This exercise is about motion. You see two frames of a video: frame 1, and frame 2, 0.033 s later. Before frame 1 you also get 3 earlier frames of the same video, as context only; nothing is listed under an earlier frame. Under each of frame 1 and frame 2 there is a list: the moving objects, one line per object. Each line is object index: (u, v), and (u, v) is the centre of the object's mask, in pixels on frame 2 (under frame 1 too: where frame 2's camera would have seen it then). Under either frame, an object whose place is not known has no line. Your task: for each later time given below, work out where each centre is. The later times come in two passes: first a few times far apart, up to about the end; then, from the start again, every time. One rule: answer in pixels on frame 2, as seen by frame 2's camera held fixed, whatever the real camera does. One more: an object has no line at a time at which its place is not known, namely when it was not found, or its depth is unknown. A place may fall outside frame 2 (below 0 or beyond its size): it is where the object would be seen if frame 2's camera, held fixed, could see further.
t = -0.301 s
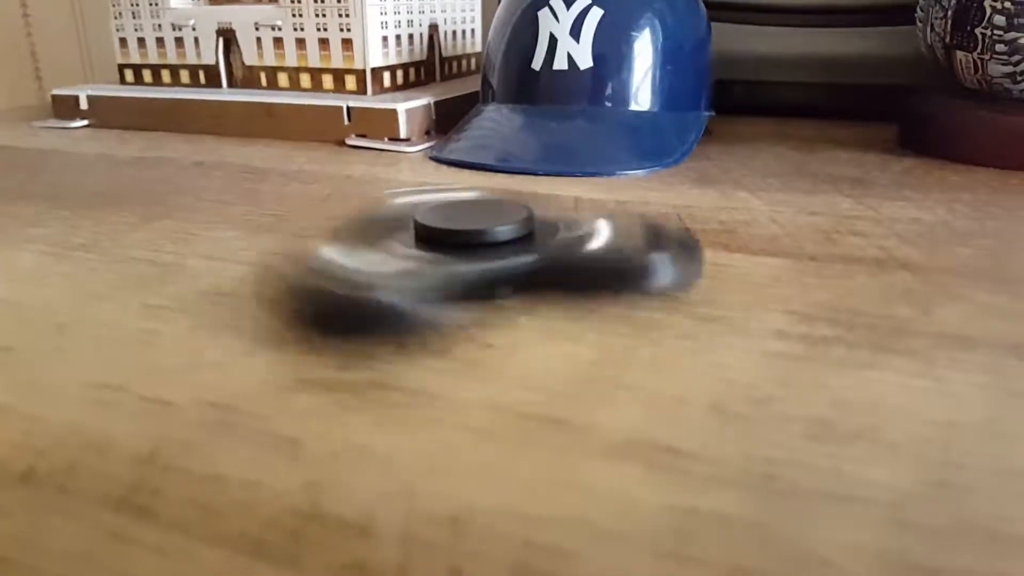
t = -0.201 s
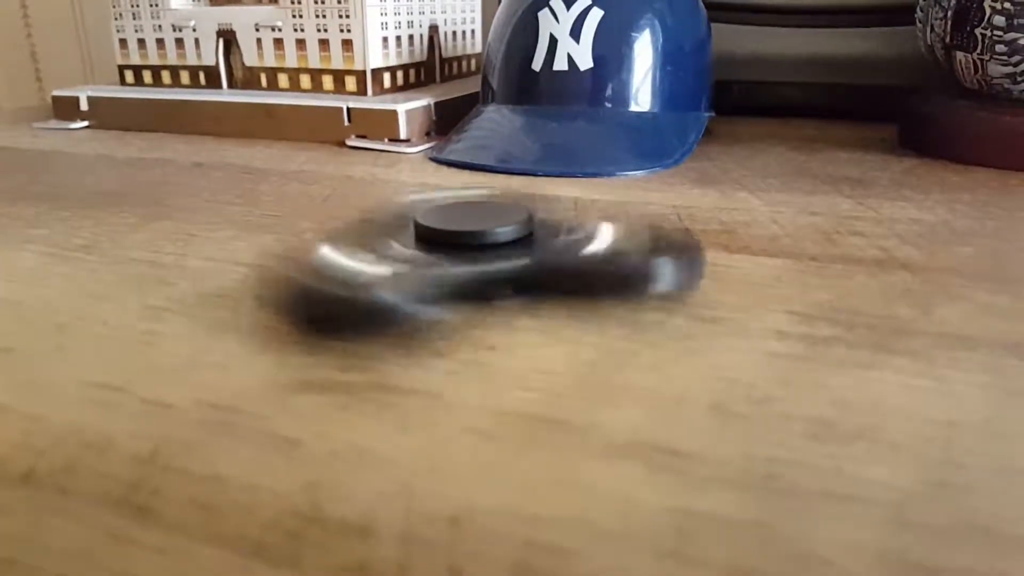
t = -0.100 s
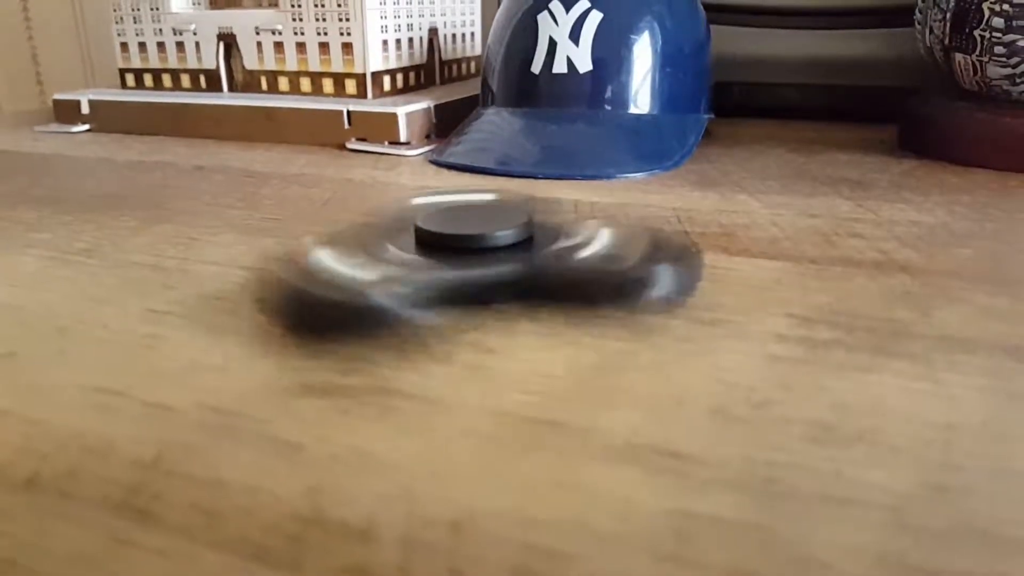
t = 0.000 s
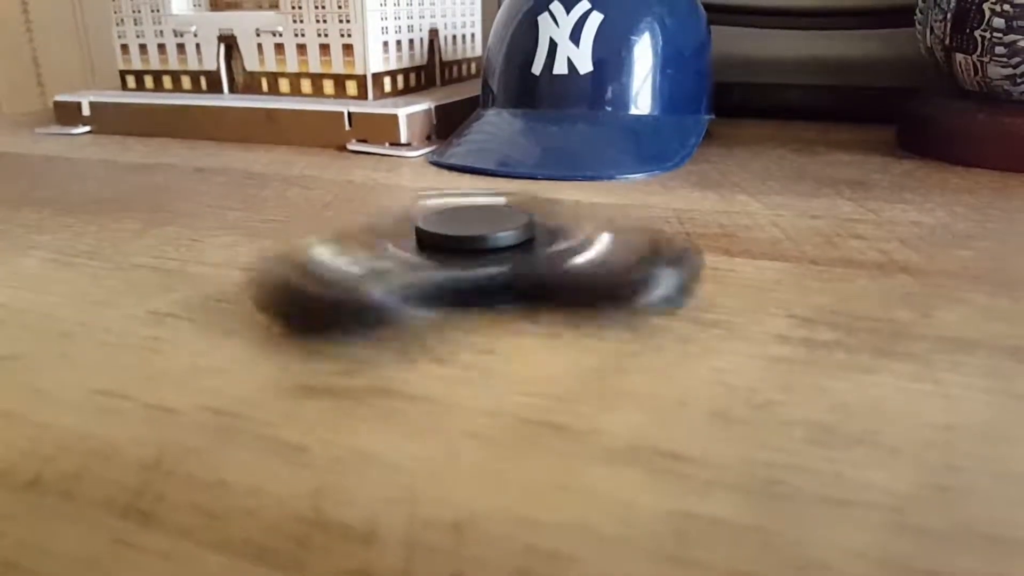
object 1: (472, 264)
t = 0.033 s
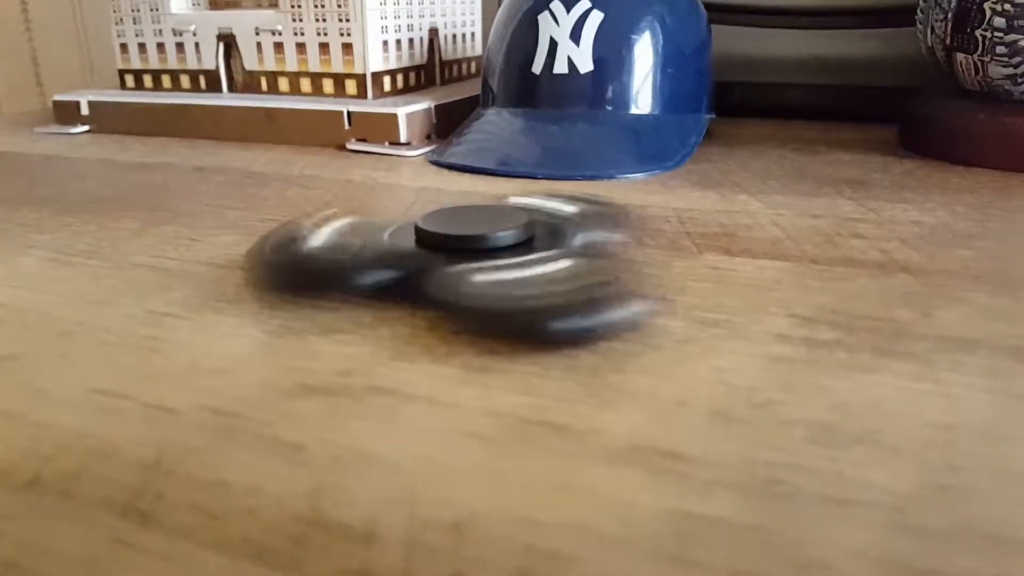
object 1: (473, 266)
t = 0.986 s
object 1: (473, 265)
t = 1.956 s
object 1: (475, 267)
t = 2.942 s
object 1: (476, 271)
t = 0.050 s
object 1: (473, 266)
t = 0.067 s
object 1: (476, 266)
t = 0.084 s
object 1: (474, 267)
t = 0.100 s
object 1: (477, 265)
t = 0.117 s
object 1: (476, 263)
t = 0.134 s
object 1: (475, 266)
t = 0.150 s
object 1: (476, 265)
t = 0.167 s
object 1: (476, 265)
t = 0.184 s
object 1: (476, 266)
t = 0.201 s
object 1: (479, 264)
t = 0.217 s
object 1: (477, 266)
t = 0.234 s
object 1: (477, 267)
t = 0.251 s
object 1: (474, 266)
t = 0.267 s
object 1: (484, 266)
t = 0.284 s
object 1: (478, 266)
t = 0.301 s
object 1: (471, 267)
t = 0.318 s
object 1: (478, 268)
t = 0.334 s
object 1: (478, 266)
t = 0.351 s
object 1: (475, 265)
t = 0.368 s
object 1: (474, 267)
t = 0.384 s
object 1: (478, 265)
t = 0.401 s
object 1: (476, 265)
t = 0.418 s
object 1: (474, 265)
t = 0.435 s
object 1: (478, 263)
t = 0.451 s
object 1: (475, 264)
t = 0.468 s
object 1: (474, 262)
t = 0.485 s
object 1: (479, 262)
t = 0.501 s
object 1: (475, 264)
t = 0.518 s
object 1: (469, 265)
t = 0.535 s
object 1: (478, 264)
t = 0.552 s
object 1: (480, 266)
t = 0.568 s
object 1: (472, 265)
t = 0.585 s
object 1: (481, 265)
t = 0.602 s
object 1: (473, 266)
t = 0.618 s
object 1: (470, 265)
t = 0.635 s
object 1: (475, 265)
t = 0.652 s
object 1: (471, 266)
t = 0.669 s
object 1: (472, 266)
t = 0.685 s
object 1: (475, 267)
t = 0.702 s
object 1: (473, 267)
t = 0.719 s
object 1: (475, 266)
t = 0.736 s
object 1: (476, 266)
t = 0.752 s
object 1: (473, 266)
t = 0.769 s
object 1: (474, 264)
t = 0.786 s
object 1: (474, 266)
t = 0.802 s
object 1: (475, 267)
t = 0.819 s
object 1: (475, 265)
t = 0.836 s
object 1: (477, 266)
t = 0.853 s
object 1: (476, 266)
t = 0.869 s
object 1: (477, 265)
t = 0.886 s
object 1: (480, 265)
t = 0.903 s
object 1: (481, 266)
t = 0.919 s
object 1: (475, 265)
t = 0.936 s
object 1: (477, 266)
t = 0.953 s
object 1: (476, 267)
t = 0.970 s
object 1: (474, 265)
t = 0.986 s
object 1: (473, 265)
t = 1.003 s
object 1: (476, 266)
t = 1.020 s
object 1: (476, 265)
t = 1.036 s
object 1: (475, 263)
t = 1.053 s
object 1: (475, 263)
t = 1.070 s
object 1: (471, 266)
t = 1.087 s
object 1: (474, 264)
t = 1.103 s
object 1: (477, 264)
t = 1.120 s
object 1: (474, 266)
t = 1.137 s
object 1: (471, 266)
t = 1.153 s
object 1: (477, 266)
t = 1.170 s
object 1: (473, 267)
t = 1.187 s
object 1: (471, 266)
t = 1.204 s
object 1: (472, 267)
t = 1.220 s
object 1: (475, 266)
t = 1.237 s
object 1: (472, 265)
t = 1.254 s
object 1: (474, 266)
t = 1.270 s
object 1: (472, 266)
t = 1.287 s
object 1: (472, 266)
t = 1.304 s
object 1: (479, 267)
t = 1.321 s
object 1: (476, 266)
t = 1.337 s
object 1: (478, 265)
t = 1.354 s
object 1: (475, 265)
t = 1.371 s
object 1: (475, 265)
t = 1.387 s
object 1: (477, 265)
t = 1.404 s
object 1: (474, 266)
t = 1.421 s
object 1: (474, 267)
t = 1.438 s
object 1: (477, 265)
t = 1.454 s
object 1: (473, 265)
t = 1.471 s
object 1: (477, 267)
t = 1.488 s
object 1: (480, 266)
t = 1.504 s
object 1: (475, 263)
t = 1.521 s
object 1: (475, 264)
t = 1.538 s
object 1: (473, 265)
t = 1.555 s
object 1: (470, 264)
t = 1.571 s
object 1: (474, 264)
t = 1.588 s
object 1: (471, 265)
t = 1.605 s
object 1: (472, 265)
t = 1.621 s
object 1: (479, 267)
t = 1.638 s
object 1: (474, 267)
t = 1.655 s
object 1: (474, 265)
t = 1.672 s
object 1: (476, 267)
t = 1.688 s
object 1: (474, 266)
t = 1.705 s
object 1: (474, 265)
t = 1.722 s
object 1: (474, 266)
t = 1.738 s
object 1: (474, 266)
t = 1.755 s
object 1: (475, 265)
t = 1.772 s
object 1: (475, 267)
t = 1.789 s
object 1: (473, 267)
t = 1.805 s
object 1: (474, 267)
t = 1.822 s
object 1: (475, 266)
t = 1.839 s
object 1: (474, 266)
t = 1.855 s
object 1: (472, 265)
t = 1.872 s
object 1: (466, 266)
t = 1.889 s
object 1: (475, 268)
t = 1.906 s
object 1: (473, 267)
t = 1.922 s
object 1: (469, 266)
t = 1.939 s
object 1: (478, 268)
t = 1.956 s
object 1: (475, 267)
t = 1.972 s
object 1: (472, 268)
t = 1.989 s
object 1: (477, 267)
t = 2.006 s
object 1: (475, 267)
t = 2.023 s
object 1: (473, 265)
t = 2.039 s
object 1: (474, 268)
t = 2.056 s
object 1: (473, 267)
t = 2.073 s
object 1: (472, 266)
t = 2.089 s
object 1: (481, 268)
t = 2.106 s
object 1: (476, 268)
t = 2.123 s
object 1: (473, 266)
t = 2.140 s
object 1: (471, 268)
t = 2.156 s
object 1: (480, 267)
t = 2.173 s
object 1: (475, 265)
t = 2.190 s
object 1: (470, 267)
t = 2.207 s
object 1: (477, 266)
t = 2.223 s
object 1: (473, 265)
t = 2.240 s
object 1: (470, 268)
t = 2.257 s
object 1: (475, 268)
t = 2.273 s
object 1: (477, 267)
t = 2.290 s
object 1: (469, 267)
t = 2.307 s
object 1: (475, 266)
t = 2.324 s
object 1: (473, 266)
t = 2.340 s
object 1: (468, 266)
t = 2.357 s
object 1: (472, 268)
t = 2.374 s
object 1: (472, 267)
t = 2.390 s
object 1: (467, 267)
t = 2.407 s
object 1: (471, 269)
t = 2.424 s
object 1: (477, 268)
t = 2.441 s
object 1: (471, 267)
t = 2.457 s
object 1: (472, 268)
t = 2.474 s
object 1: (477, 267)
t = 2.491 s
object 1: (470, 265)
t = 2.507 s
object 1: (470, 267)
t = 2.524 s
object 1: (475, 266)
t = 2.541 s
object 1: (466, 266)
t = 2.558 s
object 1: (462, 268)
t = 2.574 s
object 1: (471, 268)
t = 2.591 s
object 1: (476, 266)
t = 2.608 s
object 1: (468, 268)
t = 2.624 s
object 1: (471, 268)
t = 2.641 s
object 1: (473, 267)
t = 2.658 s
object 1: (464, 266)
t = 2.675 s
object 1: (475, 269)
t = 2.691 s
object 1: (471, 268)
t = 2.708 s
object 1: (466, 267)
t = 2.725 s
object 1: (471, 272)
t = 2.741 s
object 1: (472, 270)
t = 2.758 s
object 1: (464, 270)
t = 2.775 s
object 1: (474, 274)
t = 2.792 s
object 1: (473, 270)
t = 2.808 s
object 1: (466, 269)
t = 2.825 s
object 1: (467, 272)
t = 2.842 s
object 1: (471, 271)
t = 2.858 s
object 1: (467, 269)
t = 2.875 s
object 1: (461, 272)
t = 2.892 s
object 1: (472, 274)
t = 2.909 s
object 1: (471, 270)
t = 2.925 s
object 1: (463, 269)
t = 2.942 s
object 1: (476, 271)
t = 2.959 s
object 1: (472, 270)
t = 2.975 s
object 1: (461, 270)
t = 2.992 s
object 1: (468, 275)
